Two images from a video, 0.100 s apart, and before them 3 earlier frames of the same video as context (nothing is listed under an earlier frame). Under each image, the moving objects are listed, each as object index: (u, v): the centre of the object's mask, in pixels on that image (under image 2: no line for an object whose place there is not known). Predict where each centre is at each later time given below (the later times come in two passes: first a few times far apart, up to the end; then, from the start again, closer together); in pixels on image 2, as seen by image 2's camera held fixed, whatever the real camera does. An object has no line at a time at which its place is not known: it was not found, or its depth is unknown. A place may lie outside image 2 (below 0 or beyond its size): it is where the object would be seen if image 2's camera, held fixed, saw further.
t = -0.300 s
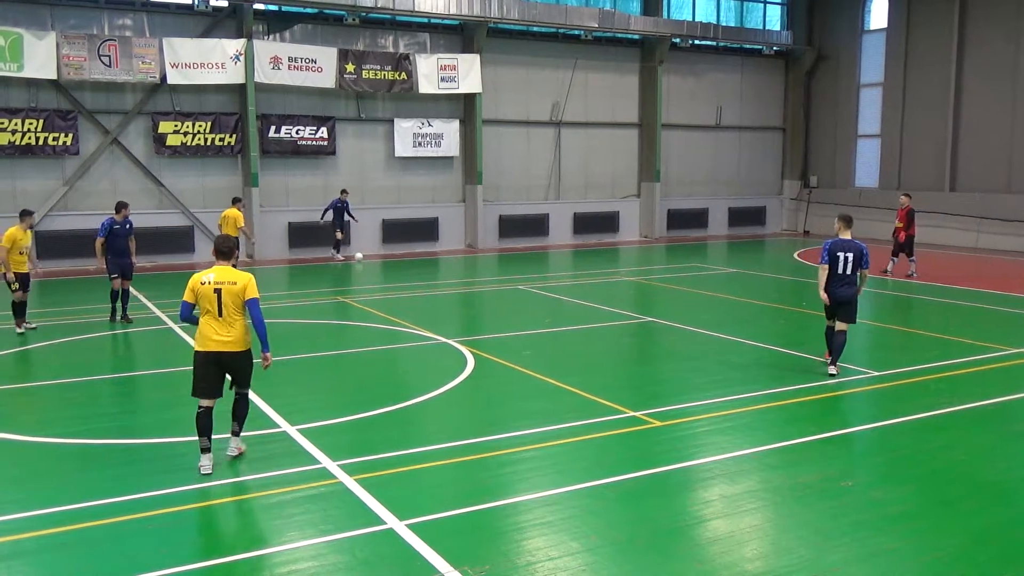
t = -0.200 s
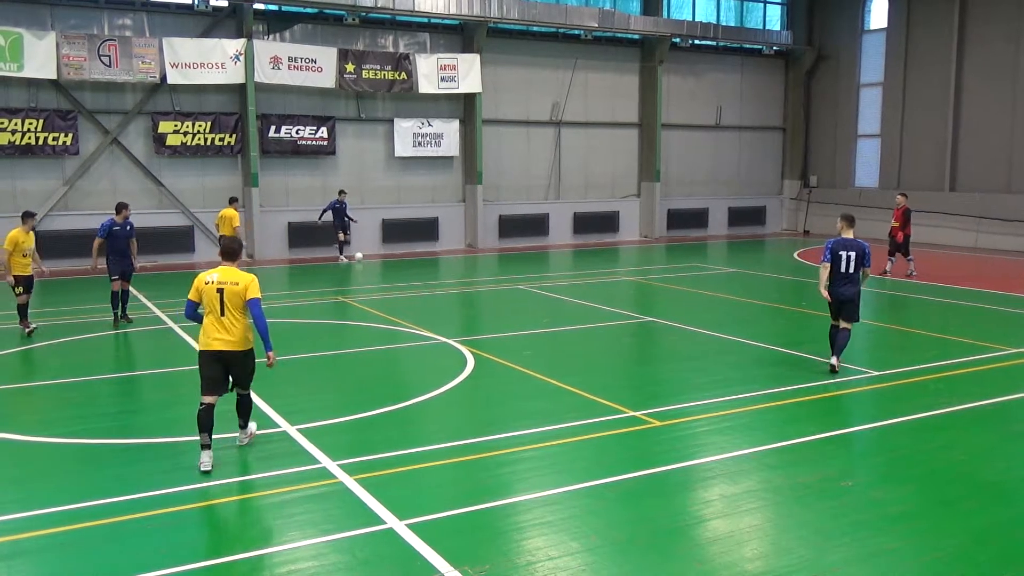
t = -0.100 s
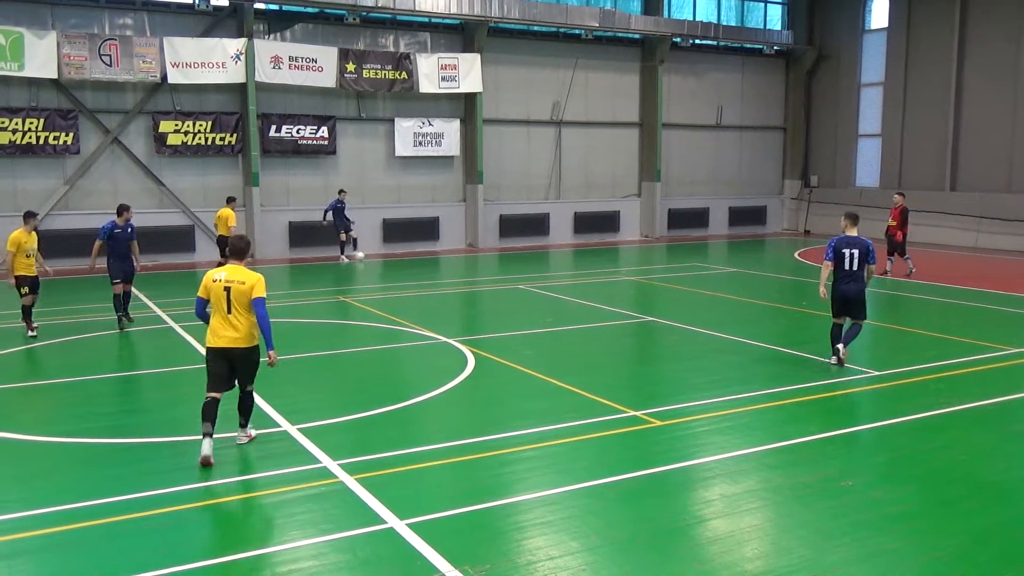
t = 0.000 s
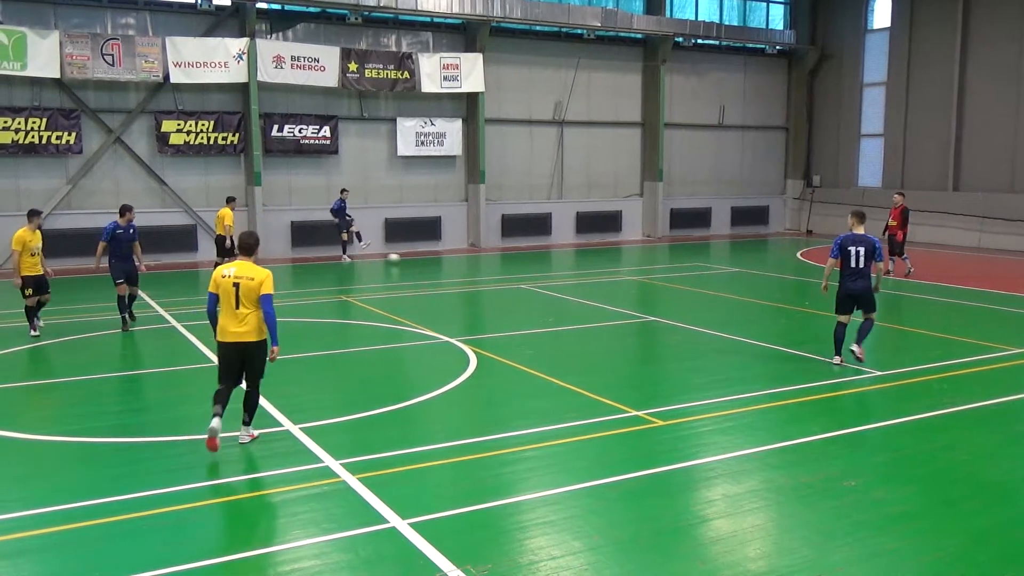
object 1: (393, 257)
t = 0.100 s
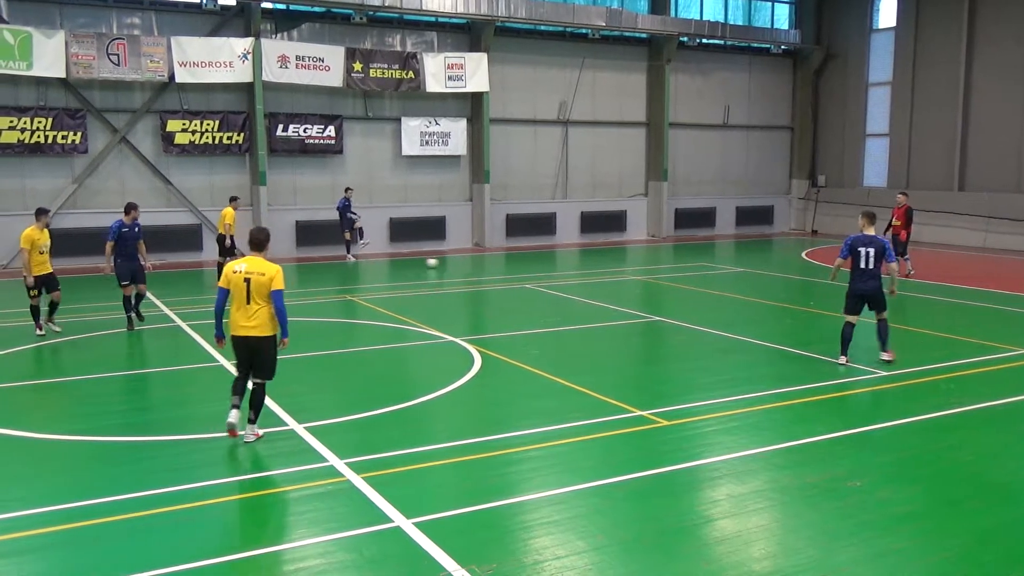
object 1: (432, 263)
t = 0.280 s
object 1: (494, 271)
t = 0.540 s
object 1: (589, 283)
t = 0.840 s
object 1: (704, 299)
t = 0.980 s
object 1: (760, 305)
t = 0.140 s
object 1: (445, 264)
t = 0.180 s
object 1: (458, 265)
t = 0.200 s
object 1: (466, 266)
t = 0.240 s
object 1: (480, 269)
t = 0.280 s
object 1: (494, 271)
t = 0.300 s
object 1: (501, 271)
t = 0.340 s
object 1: (516, 274)
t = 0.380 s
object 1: (530, 276)
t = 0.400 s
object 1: (538, 277)
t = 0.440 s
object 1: (552, 278)
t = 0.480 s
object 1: (566, 279)
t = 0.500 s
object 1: (574, 280)
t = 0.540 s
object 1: (589, 283)
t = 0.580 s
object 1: (604, 285)
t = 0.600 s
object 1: (612, 286)
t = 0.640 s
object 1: (627, 288)
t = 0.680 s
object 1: (643, 290)
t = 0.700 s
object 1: (650, 291)
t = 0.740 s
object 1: (665, 293)
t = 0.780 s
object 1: (681, 296)
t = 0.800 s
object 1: (689, 297)
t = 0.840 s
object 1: (704, 299)
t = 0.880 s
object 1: (719, 301)
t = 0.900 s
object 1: (727, 302)
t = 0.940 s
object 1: (743, 304)
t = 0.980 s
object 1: (760, 305)
